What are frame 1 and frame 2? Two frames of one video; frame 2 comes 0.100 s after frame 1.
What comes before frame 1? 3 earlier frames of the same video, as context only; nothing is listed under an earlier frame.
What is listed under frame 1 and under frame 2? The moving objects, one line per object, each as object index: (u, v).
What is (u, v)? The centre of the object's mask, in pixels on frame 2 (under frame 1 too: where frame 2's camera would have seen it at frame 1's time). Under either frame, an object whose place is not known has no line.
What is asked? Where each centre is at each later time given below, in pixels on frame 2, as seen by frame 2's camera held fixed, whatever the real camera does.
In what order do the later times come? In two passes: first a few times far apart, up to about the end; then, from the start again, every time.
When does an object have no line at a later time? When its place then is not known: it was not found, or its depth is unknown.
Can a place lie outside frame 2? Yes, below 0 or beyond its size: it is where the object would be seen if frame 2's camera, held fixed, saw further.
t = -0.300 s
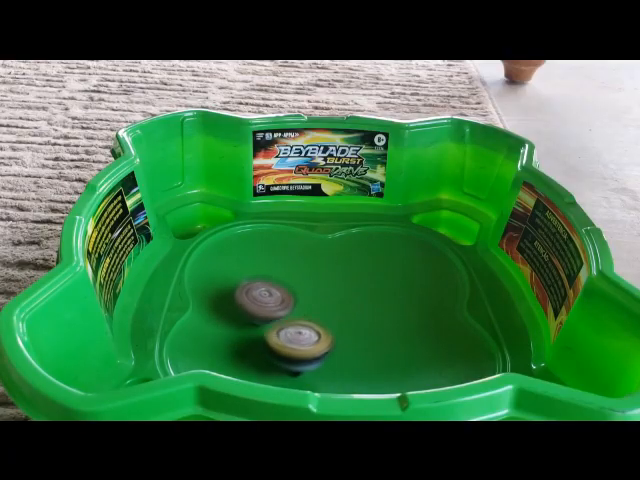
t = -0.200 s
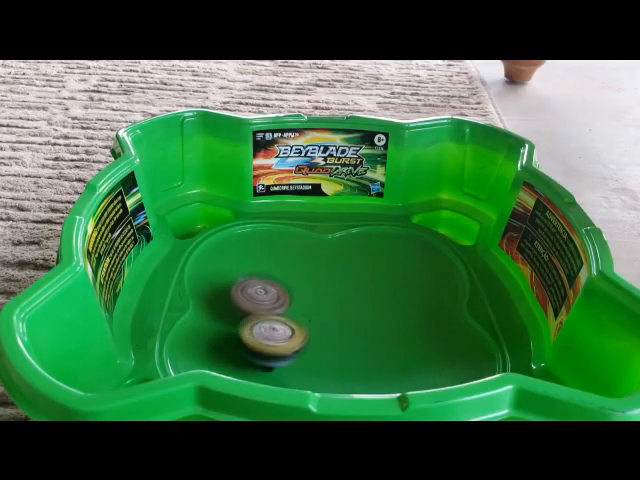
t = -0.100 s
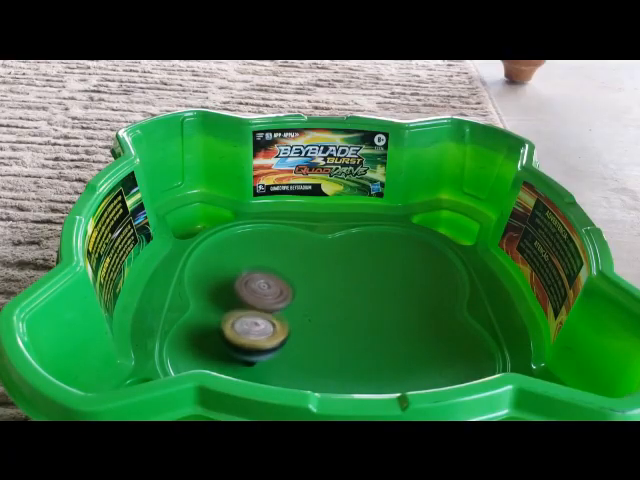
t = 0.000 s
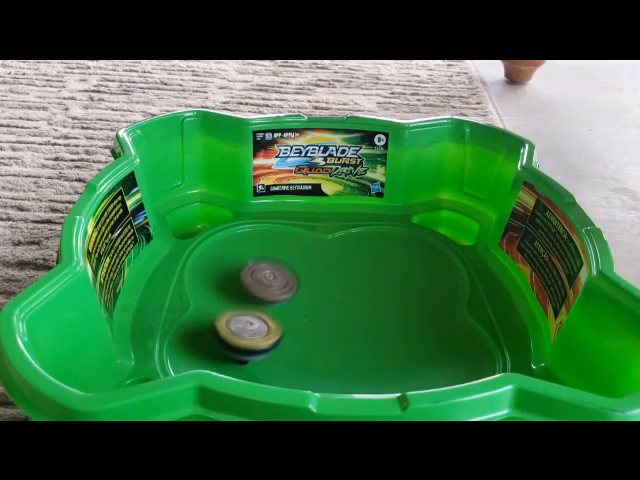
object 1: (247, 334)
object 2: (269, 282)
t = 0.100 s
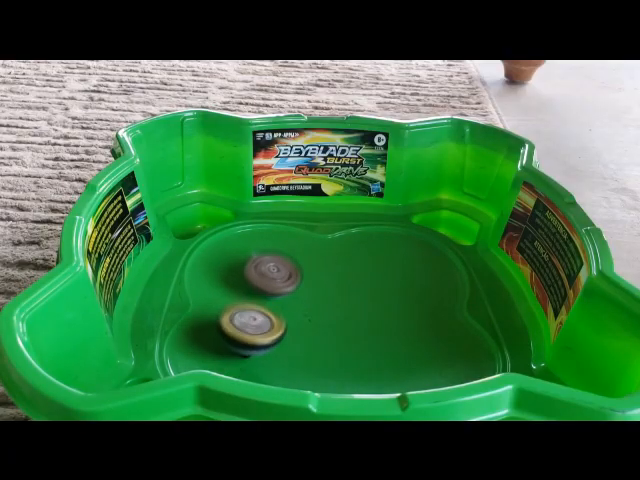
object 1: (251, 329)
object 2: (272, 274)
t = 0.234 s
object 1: (271, 316)
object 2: (281, 266)
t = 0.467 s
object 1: (298, 332)
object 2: (319, 240)
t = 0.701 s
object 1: (343, 357)
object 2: (346, 231)
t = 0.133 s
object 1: (254, 326)
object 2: (274, 272)
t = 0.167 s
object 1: (259, 323)
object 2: (276, 270)
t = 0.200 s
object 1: (264, 320)
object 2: (278, 268)
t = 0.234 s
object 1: (271, 316)
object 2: (281, 266)
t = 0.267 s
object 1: (278, 311)
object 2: (284, 265)
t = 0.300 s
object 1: (284, 305)
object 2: (287, 263)
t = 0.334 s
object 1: (289, 300)
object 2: (291, 260)
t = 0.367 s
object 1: (287, 306)
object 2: (299, 253)
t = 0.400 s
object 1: (289, 318)
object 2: (307, 247)
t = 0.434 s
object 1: (292, 326)
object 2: (313, 243)
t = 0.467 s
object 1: (298, 332)
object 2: (319, 240)
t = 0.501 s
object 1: (303, 337)
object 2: (323, 237)
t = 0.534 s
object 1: (309, 342)
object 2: (327, 236)
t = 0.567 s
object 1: (314, 345)
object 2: (331, 234)
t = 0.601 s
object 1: (319, 349)
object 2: (334, 233)
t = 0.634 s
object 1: (326, 352)
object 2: (338, 232)
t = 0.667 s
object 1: (334, 354)
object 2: (342, 231)
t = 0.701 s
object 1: (343, 357)
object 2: (346, 231)
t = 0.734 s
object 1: (349, 357)
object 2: (349, 230)
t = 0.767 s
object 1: (356, 356)
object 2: (353, 231)
